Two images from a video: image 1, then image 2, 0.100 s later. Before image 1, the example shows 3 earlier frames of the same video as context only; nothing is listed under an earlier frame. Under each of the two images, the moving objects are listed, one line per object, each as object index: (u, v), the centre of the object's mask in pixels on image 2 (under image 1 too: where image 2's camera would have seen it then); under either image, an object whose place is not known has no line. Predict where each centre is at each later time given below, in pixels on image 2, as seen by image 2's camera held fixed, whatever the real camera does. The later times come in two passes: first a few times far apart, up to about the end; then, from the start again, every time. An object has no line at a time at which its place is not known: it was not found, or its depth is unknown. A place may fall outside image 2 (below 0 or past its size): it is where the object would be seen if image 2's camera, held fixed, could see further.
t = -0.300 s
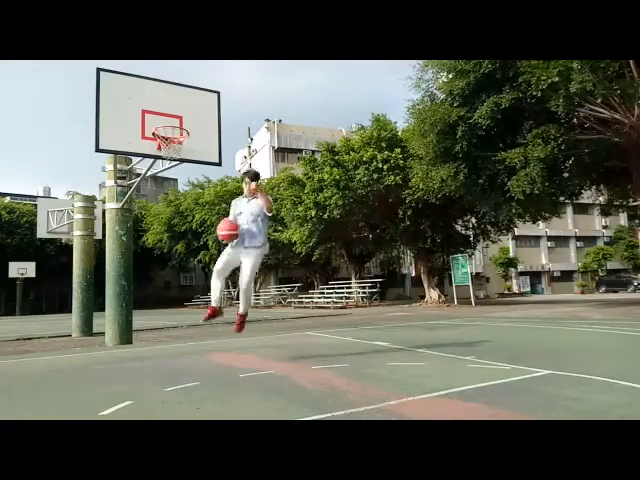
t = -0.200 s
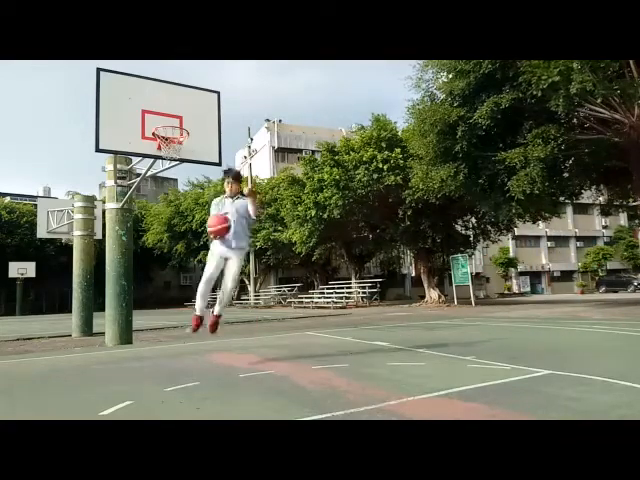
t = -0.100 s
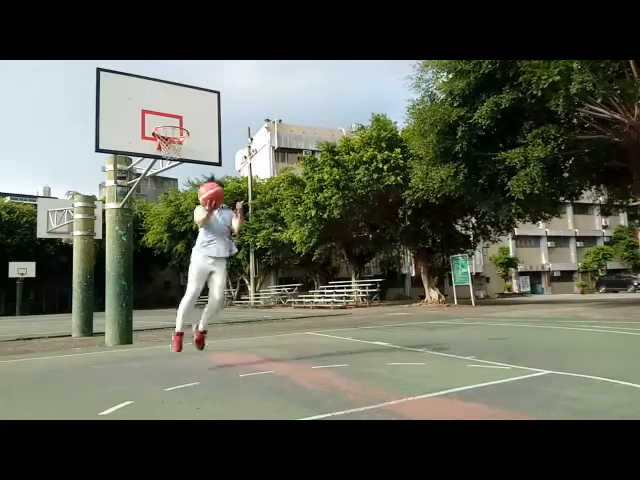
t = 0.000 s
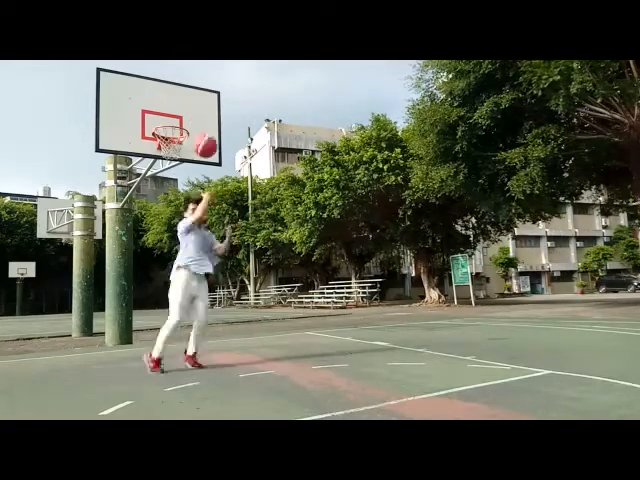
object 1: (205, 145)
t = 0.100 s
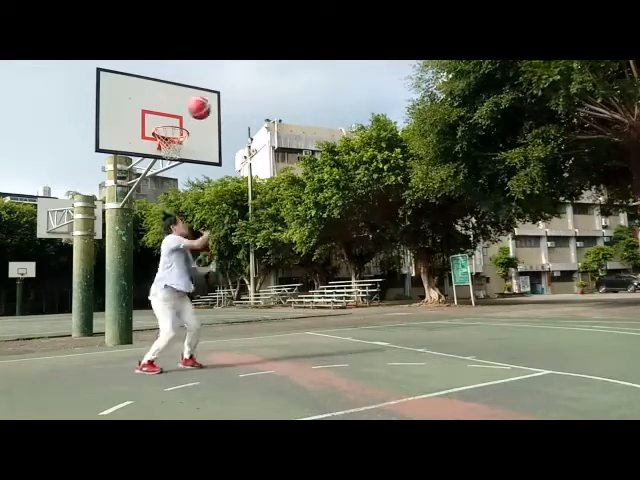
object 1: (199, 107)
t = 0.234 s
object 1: (191, 75)
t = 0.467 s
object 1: (181, 63)
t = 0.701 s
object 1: (171, 80)
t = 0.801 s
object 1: (169, 100)
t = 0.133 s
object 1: (197, 98)
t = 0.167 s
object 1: (195, 89)
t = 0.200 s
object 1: (193, 81)
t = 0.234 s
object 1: (191, 75)
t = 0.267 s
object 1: (189, 70)
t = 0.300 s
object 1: (187, 67)
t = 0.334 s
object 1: (187, 65)
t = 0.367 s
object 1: (185, 64)
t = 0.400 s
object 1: (183, 63)
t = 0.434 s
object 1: (182, 63)
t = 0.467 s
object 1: (181, 63)
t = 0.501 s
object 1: (180, 63)
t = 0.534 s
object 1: (178, 64)
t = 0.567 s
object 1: (177, 66)
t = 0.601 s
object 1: (176, 68)
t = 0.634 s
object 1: (175, 70)
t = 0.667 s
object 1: (173, 73)
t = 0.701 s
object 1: (171, 80)
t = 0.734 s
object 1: (171, 87)
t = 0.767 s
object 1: (169, 92)
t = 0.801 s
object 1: (169, 100)
